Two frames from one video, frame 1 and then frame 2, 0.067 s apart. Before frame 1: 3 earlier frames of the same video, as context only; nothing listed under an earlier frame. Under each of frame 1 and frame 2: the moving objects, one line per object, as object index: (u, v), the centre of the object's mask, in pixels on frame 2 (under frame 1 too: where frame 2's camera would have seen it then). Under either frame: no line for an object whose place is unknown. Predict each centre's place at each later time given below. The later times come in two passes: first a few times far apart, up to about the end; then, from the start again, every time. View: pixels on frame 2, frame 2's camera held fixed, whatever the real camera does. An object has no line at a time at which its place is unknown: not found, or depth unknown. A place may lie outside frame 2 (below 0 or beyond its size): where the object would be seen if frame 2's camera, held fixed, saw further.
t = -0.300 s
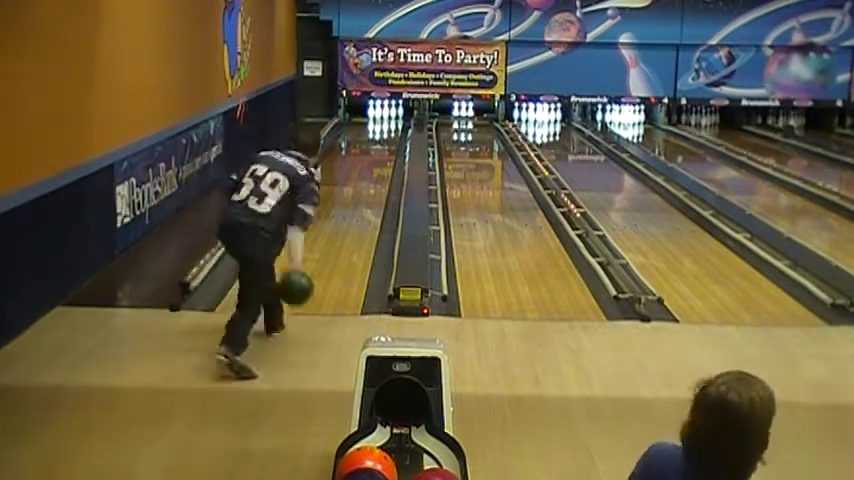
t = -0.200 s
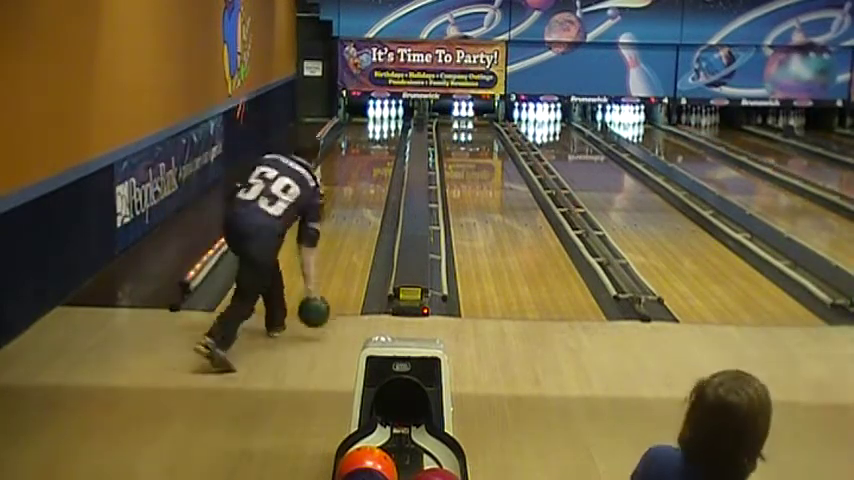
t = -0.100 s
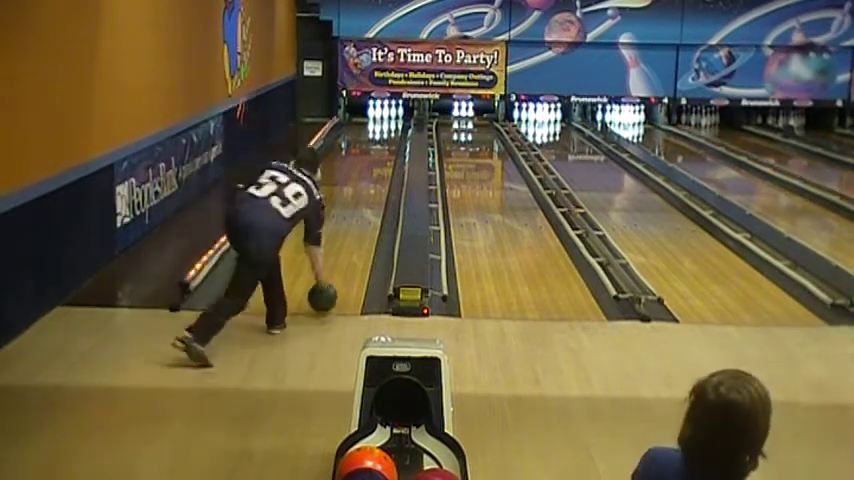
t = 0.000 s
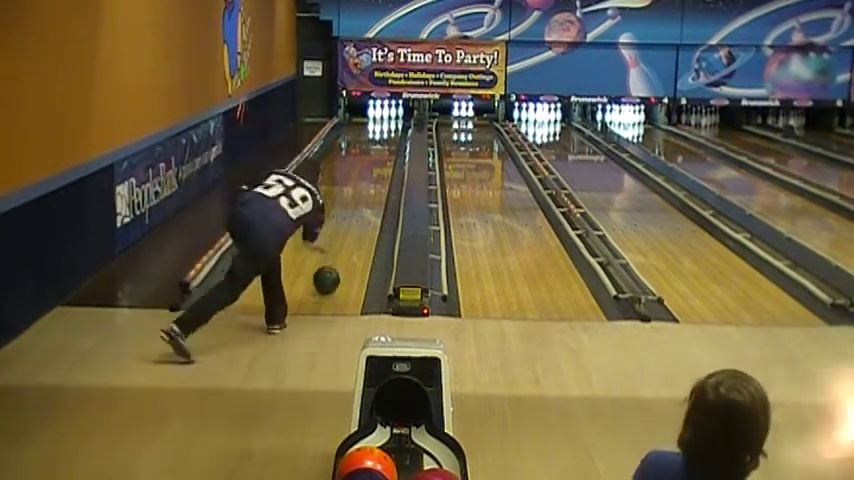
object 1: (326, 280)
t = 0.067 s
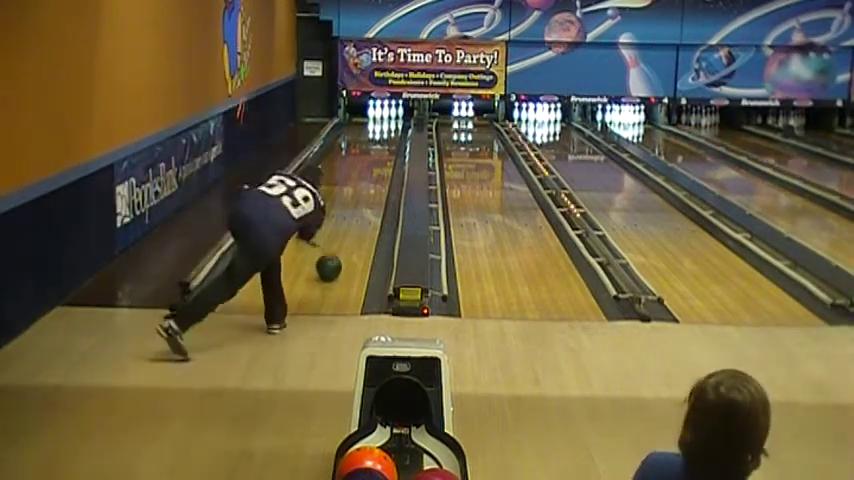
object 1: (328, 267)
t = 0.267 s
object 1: (334, 236)
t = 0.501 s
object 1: (339, 208)
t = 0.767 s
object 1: (343, 185)
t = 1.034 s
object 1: (346, 167)
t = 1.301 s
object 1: (347, 153)
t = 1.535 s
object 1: (349, 141)
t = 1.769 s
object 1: (351, 133)
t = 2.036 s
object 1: (350, 121)
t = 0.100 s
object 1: (329, 261)
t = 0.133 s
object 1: (331, 256)
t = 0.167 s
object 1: (331, 250)
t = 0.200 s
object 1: (332, 245)
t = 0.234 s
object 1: (333, 241)
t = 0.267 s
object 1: (334, 236)
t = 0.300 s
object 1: (335, 232)
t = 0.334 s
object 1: (336, 227)
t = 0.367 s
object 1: (336, 223)
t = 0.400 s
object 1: (337, 219)
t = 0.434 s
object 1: (338, 215)
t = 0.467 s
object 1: (338, 212)
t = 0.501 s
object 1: (339, 208)
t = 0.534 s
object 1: (340, 205)
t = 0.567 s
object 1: (340, 202)
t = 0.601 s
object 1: (340, 199)
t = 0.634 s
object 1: (341, 196)
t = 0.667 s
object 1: (342, 193)
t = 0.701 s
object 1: (342, 191)
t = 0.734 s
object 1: (343, 187)
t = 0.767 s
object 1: (343, 185)
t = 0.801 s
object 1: (343, 183)
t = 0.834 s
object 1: (344, 180)
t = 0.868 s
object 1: (344, 178)
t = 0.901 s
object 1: (344, 175)
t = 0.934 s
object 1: (345, 173)
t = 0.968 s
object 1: (345, 172)
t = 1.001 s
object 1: (345, 168)
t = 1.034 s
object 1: (346, 167)
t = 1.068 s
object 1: (346, 165)
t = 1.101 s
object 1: (345, 163)
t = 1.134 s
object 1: (346, 162)
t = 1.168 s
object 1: (346, 160)
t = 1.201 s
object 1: (347, 157)
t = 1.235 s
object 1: (347, 155)
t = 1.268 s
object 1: (347, 154)
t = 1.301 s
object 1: (347, 153)
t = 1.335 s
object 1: (347, 152)
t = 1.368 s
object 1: (347, 150)
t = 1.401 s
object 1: (348, 146)
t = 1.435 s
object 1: (348, 145)
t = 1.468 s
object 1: (348, 144)
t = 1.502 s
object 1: (349, 142)
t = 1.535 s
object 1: (349, 141)
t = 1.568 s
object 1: (350, 141)
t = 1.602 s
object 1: (350, 139)
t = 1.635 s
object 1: (351, 136)
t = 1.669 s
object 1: (351, 135)
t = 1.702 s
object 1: (351, 134)
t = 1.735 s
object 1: (351, 133)
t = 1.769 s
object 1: (351, 133)
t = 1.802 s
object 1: (351, 130)
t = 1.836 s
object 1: (351, 129)
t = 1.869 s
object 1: (351, 129)
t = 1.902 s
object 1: (351, 129)
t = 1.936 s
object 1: (351, 129)
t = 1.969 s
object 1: (352, 128)
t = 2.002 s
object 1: (352, 127)
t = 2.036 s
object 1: (350, 121)
